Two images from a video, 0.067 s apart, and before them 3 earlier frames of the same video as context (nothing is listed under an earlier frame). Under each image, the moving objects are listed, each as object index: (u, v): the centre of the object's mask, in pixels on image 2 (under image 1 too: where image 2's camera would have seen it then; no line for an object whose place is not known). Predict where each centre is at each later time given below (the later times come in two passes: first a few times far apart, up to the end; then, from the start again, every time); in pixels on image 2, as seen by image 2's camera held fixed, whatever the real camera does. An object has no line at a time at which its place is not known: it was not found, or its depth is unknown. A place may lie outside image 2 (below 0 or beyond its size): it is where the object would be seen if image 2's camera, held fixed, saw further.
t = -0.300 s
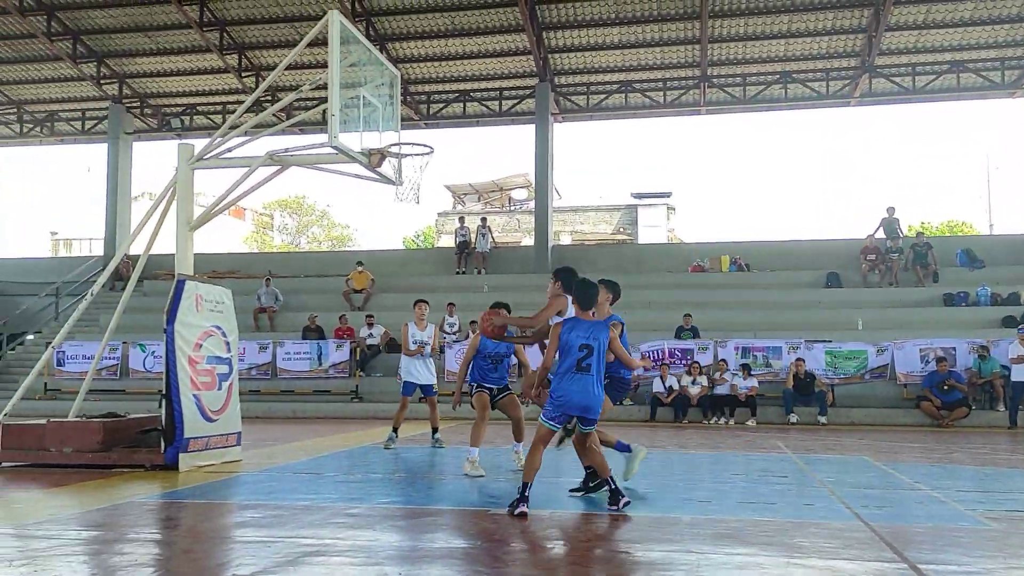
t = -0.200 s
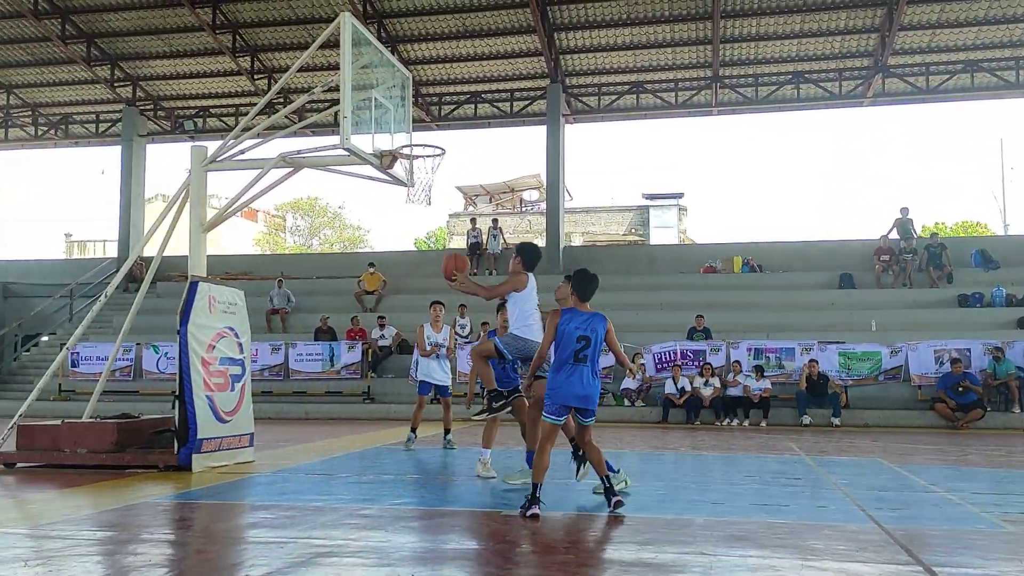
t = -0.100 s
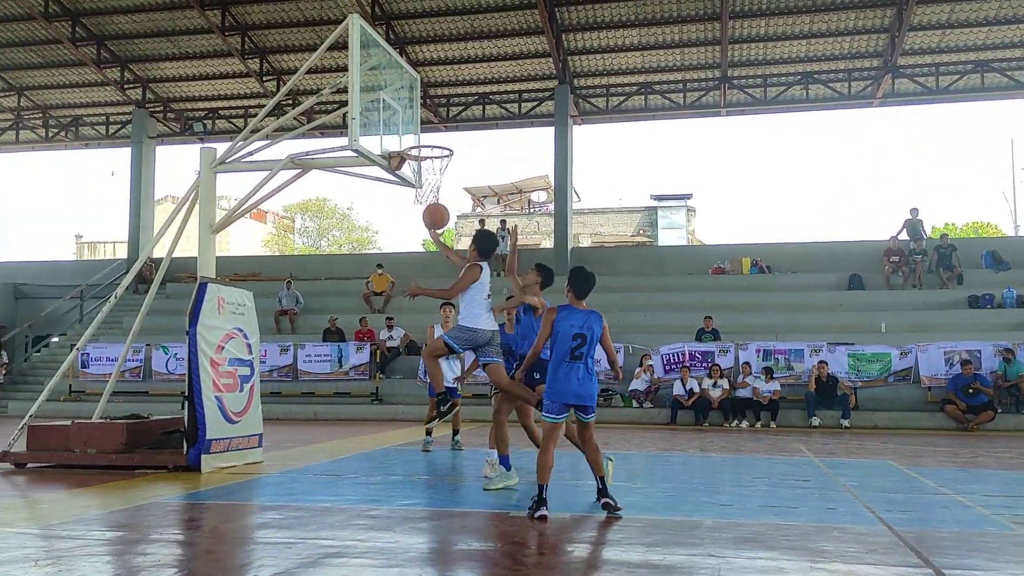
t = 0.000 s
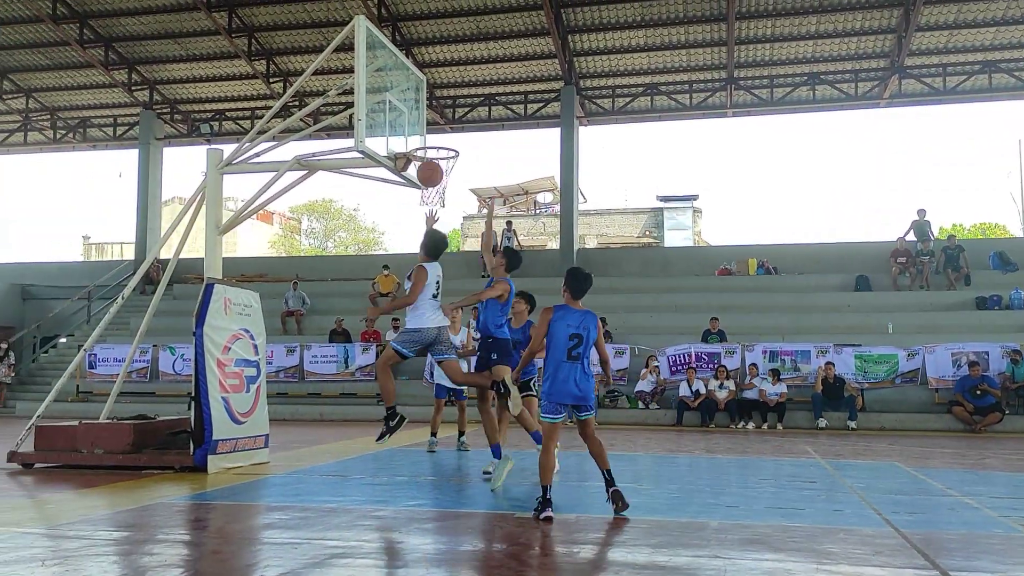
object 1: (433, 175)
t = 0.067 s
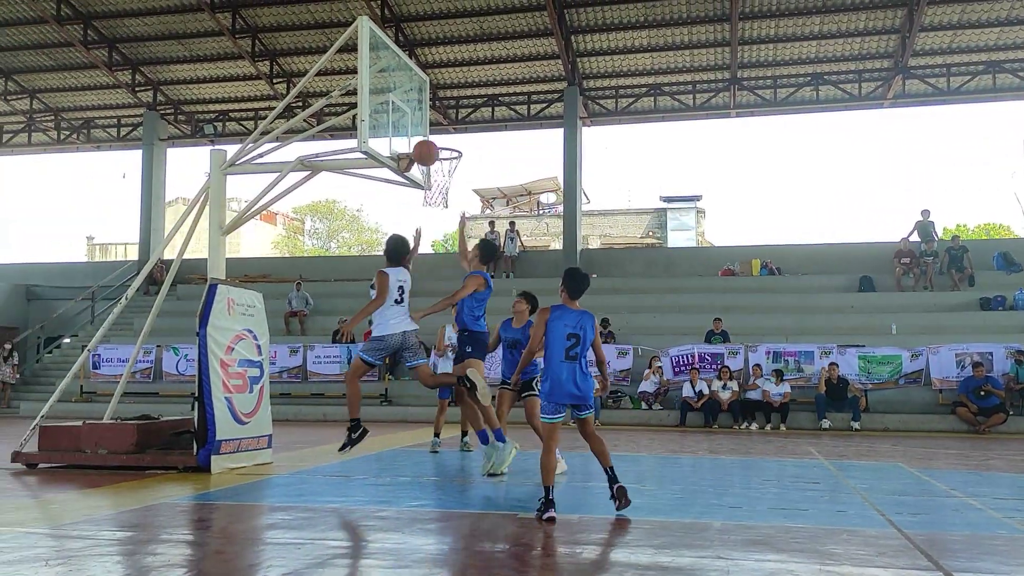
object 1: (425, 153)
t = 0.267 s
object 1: (405, 120)
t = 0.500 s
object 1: (426, 120)
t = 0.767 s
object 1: (441, 158)
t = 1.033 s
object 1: (436, 187)
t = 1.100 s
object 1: (435, 195)
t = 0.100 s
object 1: (422, 145)
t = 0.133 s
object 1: (418, 137)
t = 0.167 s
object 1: (415, 131)
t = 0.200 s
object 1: (411, 126)
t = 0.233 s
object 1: (408, 123)
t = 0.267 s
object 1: (405, 120)
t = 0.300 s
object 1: (401, 119)
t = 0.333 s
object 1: (401, 118)
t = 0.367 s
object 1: (406, 116)
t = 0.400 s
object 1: (411, 116)
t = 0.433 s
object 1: (416, 116)
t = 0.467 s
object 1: (421, 118)
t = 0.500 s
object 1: (426, 120)
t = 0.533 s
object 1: (431, 124)
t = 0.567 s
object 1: (435, 129)
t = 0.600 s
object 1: (440, 135)
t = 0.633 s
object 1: (444, 142)
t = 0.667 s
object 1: (443, 145)
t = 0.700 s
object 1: (442, 145)
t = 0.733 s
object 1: (442, 152)
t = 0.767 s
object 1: (441, 158)
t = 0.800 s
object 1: (440, 164)
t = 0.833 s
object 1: (439, 170)
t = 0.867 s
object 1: (438, 174)
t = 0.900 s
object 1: (438, 178)
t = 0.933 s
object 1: (437, 180)
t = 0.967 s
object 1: (437, 182)
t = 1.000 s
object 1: (437, 184)
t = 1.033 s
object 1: (436, 187)
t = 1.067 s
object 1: (436, 191)
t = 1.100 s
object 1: (435, 195)
